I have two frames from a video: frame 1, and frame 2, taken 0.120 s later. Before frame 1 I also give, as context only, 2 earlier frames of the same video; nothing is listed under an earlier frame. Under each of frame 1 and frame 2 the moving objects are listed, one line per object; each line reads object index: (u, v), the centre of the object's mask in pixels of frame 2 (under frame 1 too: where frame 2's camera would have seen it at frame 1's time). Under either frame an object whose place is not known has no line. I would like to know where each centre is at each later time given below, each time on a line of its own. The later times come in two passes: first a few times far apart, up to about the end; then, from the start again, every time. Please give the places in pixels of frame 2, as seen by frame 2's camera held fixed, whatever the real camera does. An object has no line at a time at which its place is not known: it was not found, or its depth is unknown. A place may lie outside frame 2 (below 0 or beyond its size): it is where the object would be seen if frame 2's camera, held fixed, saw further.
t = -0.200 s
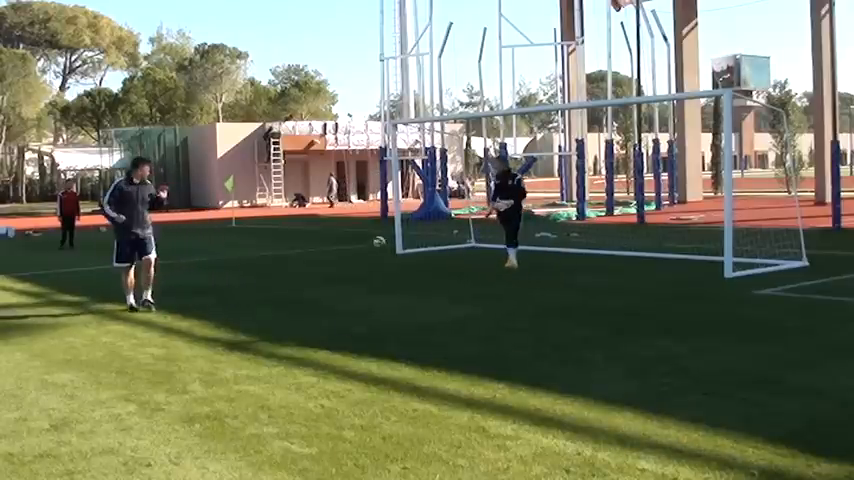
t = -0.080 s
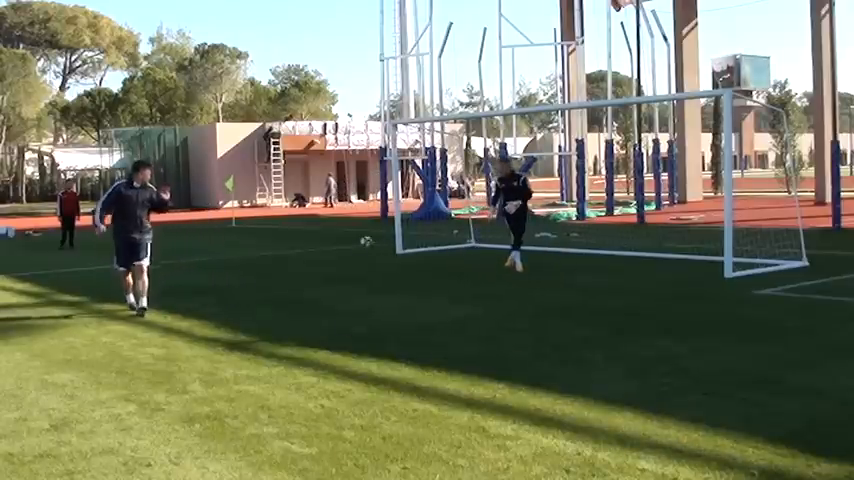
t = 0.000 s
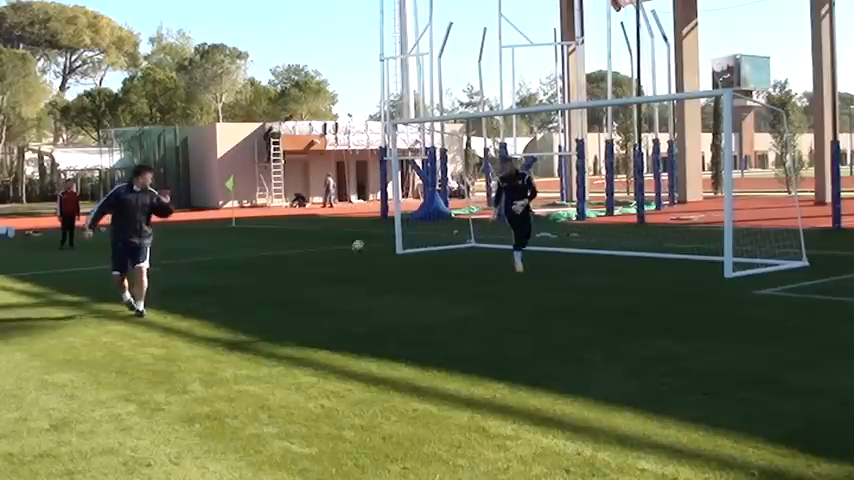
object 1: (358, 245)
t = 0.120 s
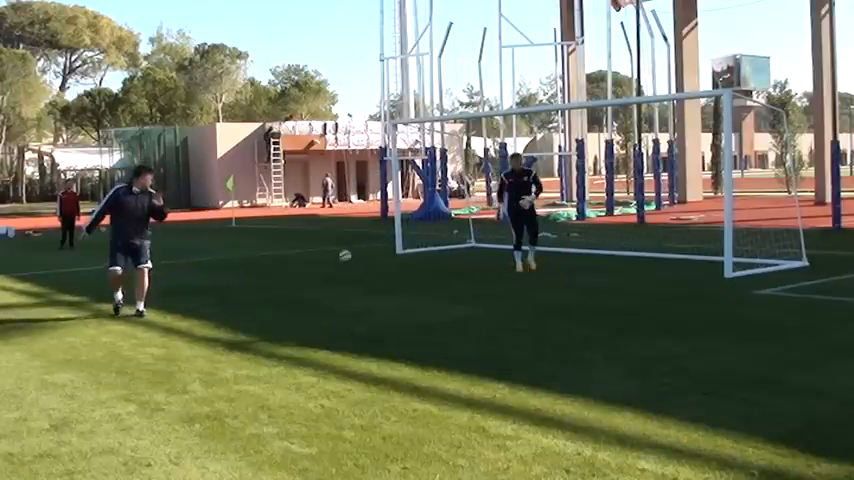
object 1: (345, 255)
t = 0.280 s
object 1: (327, 256)
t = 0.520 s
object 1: (300, 261)
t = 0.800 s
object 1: (269, 264)
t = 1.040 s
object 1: (244, 267)
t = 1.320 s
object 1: (214, 270)
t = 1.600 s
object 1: (186, 273)
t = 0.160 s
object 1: (341, 254)
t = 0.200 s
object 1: (336, 254)
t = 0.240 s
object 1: (332, 254)
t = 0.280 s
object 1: (327, 256)
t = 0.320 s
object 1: (322, 258)
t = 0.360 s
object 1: (318, 258)
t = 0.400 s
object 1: (314, 258)
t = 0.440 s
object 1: (309, 259)
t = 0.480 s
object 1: (304, 260)
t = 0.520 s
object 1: (300, 261)
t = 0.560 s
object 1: (295, 261)
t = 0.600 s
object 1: (291, 262)
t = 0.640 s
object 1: (286, 262)
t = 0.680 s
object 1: (282, 262)
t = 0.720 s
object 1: (277, 263)
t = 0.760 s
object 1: (273, 264)
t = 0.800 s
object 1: (269, 264)
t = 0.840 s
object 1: (265, 264)
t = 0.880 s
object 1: (260, 265)
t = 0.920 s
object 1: (256, 265)
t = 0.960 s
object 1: (251, 266)
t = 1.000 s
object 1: (247, 267)
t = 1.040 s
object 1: (244, 267)
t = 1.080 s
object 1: (239, 268)
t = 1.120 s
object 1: (235, 268)
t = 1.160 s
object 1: (231, 268)
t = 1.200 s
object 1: (226, 269)
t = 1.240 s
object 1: (222, 269)
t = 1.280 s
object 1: (218, 270)
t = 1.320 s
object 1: (214, 270)
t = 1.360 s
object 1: (210, 270)
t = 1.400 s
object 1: (206, 271)
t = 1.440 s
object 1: (203, 271)
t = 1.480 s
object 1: (198, 271)
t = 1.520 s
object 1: (194, 272)
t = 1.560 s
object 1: (190, 272)
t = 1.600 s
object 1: (186, 273)
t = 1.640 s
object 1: (183, 272)
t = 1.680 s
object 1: (179, 273)
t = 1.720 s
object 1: (175, 274)
